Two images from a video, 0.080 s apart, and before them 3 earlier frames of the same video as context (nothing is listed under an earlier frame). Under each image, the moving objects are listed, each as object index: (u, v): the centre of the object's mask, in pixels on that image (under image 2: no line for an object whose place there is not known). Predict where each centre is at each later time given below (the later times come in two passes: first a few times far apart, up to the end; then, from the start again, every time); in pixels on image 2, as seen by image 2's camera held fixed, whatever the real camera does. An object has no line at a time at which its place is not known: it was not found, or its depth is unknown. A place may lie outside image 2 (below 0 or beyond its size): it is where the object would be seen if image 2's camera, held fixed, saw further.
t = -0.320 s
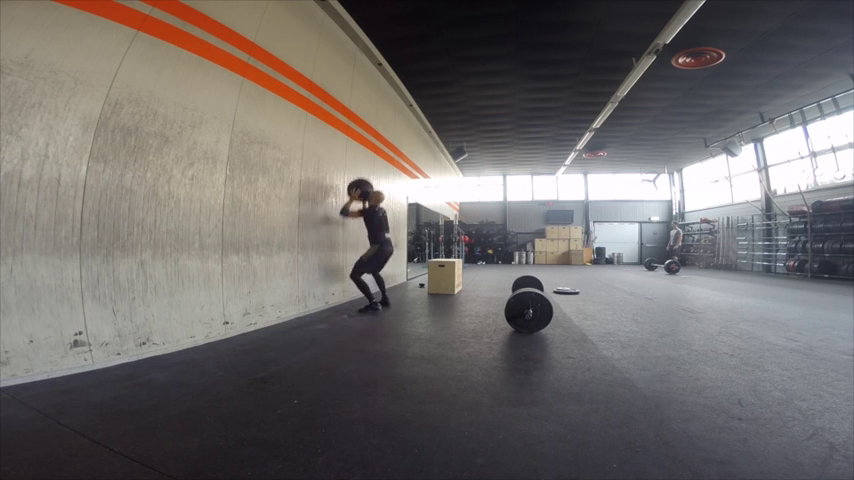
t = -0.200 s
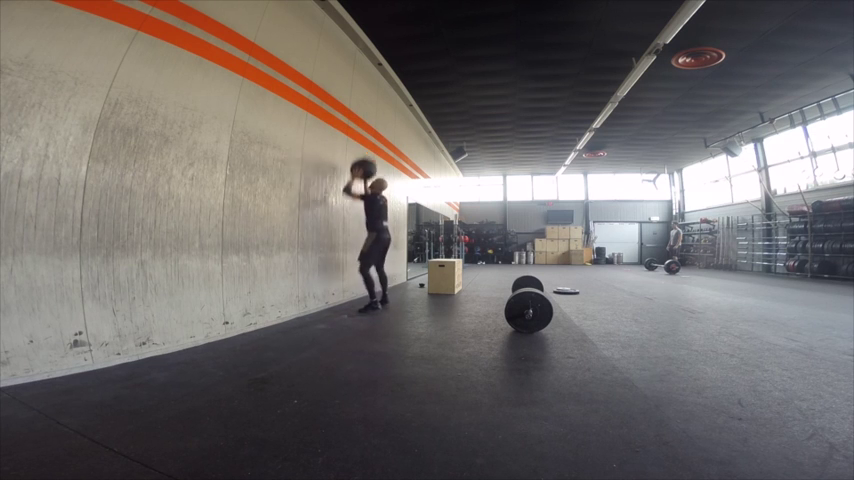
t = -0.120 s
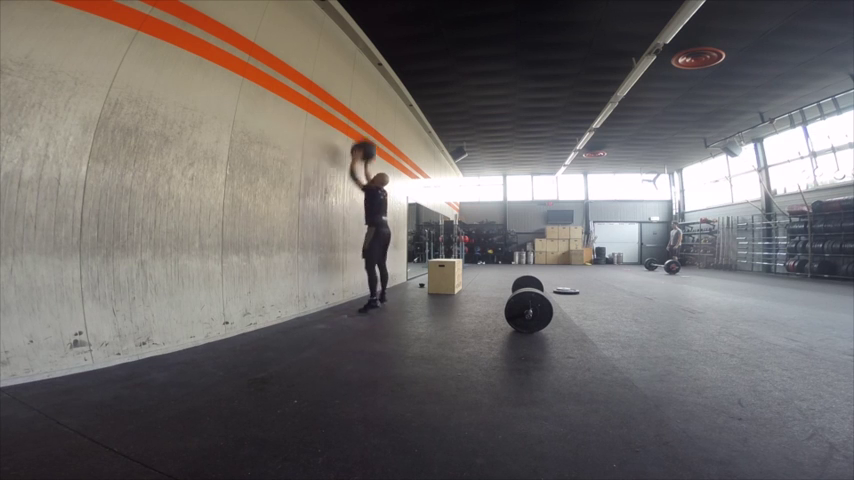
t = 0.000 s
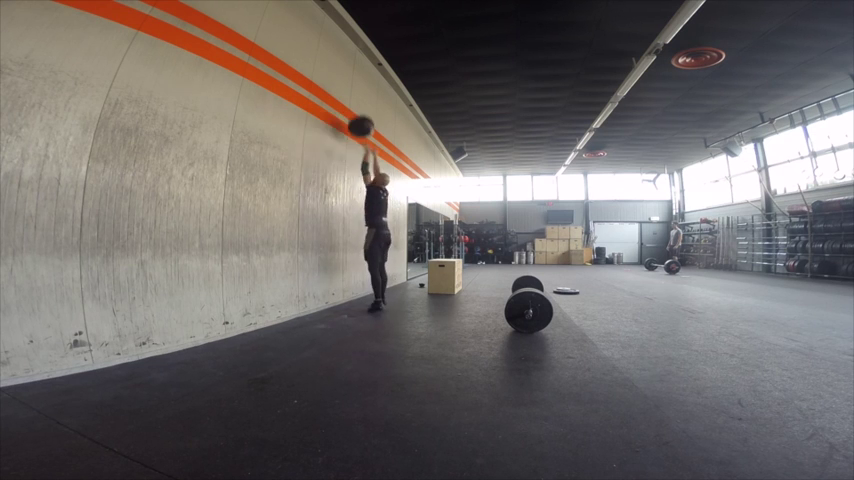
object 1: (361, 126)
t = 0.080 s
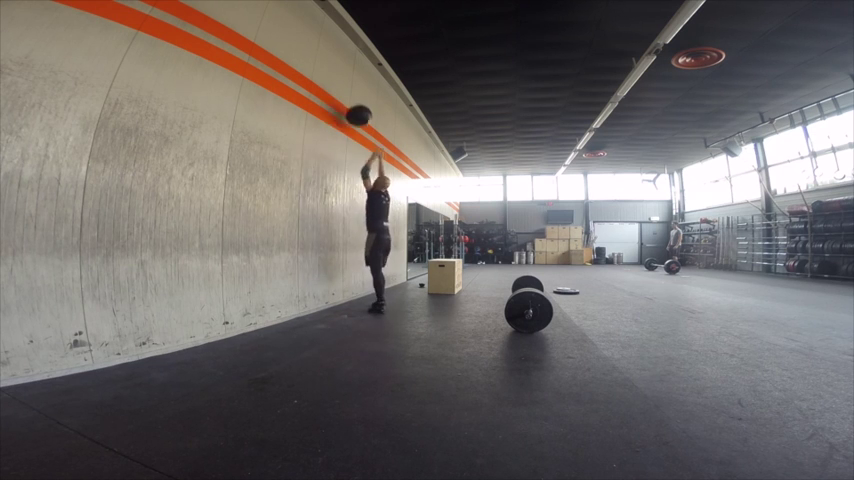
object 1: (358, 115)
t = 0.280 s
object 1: (351, 104)
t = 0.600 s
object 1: (356, 128)
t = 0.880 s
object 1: (358, 207)
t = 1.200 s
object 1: (365, 280)
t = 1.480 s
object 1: (371, 270)
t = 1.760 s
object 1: (377, 298)
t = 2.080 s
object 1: (379, 299)
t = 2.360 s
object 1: (379, 299)
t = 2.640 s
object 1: (378, 299)
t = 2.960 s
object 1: (378, 299)
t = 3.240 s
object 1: (378, 299)
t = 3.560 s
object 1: (378, 299)
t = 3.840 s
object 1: (378, 299)
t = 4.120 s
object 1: (378, 299)
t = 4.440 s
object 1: (378, 299)
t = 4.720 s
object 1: (378, 299)
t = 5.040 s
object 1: (378, 299)
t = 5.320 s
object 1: (378, 299)
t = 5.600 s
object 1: (378, 299)
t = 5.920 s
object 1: (378, 299)
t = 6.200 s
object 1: (378, 299)
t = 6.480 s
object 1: (378, 299)
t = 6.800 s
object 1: (378, 299)
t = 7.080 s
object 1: (378, 299)
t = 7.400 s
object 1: (378, 299)
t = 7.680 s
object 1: (378, 299)
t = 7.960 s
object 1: (378, 299)
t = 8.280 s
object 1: (378, 299)
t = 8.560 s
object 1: (378, 299)
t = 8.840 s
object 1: (378, 299)
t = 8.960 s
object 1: (378, 299)
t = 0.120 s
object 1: (357, 111)
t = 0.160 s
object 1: (356, 108)
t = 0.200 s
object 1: (354, 106)
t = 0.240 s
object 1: (352, 104)
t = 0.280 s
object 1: (351, 104)
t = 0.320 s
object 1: (351, 104)
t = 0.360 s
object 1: (352, 105)
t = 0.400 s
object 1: (352, 106)
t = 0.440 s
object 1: (353, 109)
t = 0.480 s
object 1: (354, 112)
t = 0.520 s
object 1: (355, 116)
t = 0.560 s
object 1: (356, 121)
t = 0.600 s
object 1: (356, 128)
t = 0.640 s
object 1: (356, 135)
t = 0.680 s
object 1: (357, 143)
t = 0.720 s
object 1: (357, 153)
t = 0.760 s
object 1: (357, 164)
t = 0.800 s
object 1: (358, 176)
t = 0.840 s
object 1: (358, 191)
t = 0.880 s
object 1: (358, 207)
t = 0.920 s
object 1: (359, 224)
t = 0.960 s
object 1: (359, 242)
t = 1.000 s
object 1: (361, 262)
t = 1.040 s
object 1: (361, 283)
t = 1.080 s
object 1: (362, 298)
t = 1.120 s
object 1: (363, 292)
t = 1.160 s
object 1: (364, 285)
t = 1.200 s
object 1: (365, 280)
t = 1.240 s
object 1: (366, 275)
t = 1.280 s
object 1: (367, 271)
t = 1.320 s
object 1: (367, 268)
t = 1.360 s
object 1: (368, 267)
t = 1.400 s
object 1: (369, 267)
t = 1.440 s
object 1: (370, 268)
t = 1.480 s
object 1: (371, 270)
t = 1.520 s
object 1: (372, 273)
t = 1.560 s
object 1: (373, 277)
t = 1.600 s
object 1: (374, 283)
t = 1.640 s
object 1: (374, 289)
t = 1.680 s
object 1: (375, 298)
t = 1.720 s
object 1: (376, 301)
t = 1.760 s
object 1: (377, 298)
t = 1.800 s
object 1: (377, 296)
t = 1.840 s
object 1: (377, 294)
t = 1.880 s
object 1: (378, 294)
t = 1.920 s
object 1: (378, 295)
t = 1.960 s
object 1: (379, 298)
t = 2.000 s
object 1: (379, 300)
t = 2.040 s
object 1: (379, 300)
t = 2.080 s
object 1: (379, 299)
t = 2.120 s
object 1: (380, 299)
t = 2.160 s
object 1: (380, 300)
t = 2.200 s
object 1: (380, 300)
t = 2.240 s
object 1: (380, 299)
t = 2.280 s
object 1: (379, 299)
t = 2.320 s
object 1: (379, 299)
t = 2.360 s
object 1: (379, 299)
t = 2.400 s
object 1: (379, 299)
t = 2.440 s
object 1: (378, 299)
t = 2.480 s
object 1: (378, 299)
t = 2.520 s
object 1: (378, 299)
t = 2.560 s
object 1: (378, 299)
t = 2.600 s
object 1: (378, 299)
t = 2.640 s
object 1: (378, 299)
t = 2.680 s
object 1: (378, 299)
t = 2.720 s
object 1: (377, 299)
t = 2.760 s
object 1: (377, 299)
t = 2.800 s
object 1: (377, 299)
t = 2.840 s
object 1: (377, 299)
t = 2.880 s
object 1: (378, 299)
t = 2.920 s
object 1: (378, 299)
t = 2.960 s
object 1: (378, 299)
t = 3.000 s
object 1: (378, 299)
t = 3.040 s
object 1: (378, 299)
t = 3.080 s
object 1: (378, 299)
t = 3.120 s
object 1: (378, 299)
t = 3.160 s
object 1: (378, 299)
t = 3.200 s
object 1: (378, 299)
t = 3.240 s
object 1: (378, 299)
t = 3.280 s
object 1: (378, 299)
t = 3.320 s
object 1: (378, 299)
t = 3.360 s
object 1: (378, 299)
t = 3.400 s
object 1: (378, 299)
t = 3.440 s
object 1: (378, 299)
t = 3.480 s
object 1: (378, 299)
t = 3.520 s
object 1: (378, 299)
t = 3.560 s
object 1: (378, 299)
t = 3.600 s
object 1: (378, 299)
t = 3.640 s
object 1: (378, 299)
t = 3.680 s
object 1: (378, 299)
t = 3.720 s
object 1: (378, 299)
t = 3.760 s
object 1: (378, 299)
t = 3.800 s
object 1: (378, 299)
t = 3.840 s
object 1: (378, 299)
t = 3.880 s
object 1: (378, 299)
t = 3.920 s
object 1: (378, 299)
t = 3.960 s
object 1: (378, 299)
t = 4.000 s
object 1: (378, 299)
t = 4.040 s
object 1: (378, 299)
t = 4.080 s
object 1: (378, 299)
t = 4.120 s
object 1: (378, 299)
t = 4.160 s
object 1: (378, 299)
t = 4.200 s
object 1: (378, 299)
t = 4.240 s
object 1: (378, 299)
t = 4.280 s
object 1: (378, 299)
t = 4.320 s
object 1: (378, 299)
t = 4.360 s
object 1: (378, 299)
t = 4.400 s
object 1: (378, 299)
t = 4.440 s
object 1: (378, 299)
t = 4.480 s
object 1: (378, 299)
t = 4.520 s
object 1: (378, 299)
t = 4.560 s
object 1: (378, 299)
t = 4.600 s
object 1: (378, 299)
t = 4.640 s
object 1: (378, 299)
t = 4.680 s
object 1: (378, 299)
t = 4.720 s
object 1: (378, 299)
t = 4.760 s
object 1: (378, 299)
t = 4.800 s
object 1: (378, 299)
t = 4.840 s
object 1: (378, 299)
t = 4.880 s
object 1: (378, 299)
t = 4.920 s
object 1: (378, 299)
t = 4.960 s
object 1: (378, 299)
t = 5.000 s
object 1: (378, 299)
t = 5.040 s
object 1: (378, 299)
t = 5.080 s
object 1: (378, 299)
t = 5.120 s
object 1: (378, 299)
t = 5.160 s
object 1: (378, 299)
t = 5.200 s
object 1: (378, 299)
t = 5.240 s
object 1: (378, 299)
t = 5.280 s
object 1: (378, 299)
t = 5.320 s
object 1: (378, 299)
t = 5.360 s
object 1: (378, 299)
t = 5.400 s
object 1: (378, 299)
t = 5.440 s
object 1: (378, 299)
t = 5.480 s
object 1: (378, 299)
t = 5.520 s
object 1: (378, 299)
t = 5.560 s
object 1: (378, 299)
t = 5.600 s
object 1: (378, 299)
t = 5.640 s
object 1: (378, 299)
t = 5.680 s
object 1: (378, 299)
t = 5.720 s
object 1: (378, 299)
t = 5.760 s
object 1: (378, 299)
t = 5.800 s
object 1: (378, 299)
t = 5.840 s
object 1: (378, 299)
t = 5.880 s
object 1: (378, 299)
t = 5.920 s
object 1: (378, 299)
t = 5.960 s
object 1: (378, 299)
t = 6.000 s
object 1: (378, 299)
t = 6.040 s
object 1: (378, 299)
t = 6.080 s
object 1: (378, 299)
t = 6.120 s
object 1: (378, 299)
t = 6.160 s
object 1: (378, 299)
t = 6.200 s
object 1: (378, 299)
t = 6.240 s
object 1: (378, 299)
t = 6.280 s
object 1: (378, 299)
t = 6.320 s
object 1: (378, 299)
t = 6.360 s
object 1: (378, 299)
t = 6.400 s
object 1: (378, 299)
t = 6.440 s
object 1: (378, 299)
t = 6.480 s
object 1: (378, 299)
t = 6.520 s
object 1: (378, 299)
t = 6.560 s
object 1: (378, 299)
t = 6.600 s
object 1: (378, 299)
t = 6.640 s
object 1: (378, 299)
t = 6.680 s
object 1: (378, 299)
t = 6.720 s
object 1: (378, 299)
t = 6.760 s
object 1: (378, 299)
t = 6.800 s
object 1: (378, 299)
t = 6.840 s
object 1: (378, 299)
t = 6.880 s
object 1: (378, 299)
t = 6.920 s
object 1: (378, 299)
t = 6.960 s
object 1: (378, 299)
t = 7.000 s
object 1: (378, 299)
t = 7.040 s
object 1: (378, 299)
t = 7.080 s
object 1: (378, 299)
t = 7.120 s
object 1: (378, 299)
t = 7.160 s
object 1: (378, 299)
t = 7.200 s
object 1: (378, 299)
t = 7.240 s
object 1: (378, 299)
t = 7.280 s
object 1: (378, 299)
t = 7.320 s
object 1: (378, 299)
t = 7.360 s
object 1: (378, 299)
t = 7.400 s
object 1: (378, 299)
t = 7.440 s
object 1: (378, 299)
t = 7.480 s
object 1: (378, 299)
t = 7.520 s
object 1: (378, 299)
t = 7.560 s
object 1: (378, 299)
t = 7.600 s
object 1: (378, 299)
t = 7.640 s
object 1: (378, 299)
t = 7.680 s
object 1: (378, 299)
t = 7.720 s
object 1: (378, 299)
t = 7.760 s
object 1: (378, 299)
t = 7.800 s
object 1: (378, 299)
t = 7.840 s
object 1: (378, 299)
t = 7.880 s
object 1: (378, 299)
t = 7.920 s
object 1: (378, 299)
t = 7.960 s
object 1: (378, 299)
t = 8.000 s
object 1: (378, 299)
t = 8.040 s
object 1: (378, 299)
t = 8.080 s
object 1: (378, 299)
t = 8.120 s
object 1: (378, 299)
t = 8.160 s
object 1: (378, 299)
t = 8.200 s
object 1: (378, 299)
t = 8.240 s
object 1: (378, 299)
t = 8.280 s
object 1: (378, 299)
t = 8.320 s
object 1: (378, 299)
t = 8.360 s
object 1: (378, 299)
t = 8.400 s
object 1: (378, 299)
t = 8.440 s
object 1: (378, 299)
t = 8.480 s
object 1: (378, 299)
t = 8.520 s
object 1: (378, 299)
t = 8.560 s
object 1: (378, 299)
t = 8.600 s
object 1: (378, 299)
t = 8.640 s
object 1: (378, 299)
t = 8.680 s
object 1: (378, 299)
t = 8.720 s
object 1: (378, 299)
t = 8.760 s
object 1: (378, 299)
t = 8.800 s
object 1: (378, 299)
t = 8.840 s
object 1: (378, 299)
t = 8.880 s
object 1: (378, 299)
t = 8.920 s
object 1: (378, 299)
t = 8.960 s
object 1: (378, 299)
